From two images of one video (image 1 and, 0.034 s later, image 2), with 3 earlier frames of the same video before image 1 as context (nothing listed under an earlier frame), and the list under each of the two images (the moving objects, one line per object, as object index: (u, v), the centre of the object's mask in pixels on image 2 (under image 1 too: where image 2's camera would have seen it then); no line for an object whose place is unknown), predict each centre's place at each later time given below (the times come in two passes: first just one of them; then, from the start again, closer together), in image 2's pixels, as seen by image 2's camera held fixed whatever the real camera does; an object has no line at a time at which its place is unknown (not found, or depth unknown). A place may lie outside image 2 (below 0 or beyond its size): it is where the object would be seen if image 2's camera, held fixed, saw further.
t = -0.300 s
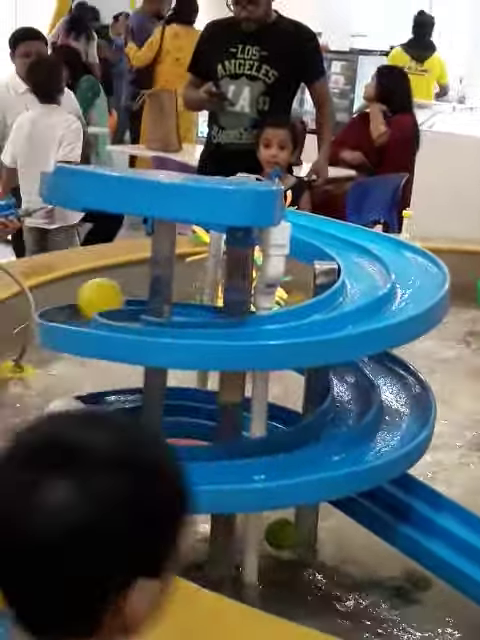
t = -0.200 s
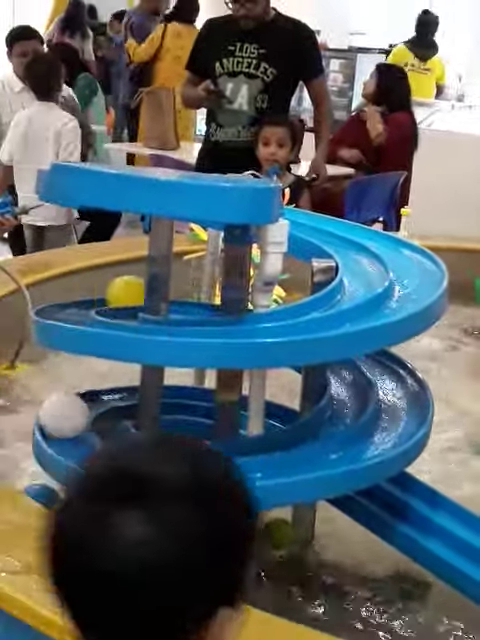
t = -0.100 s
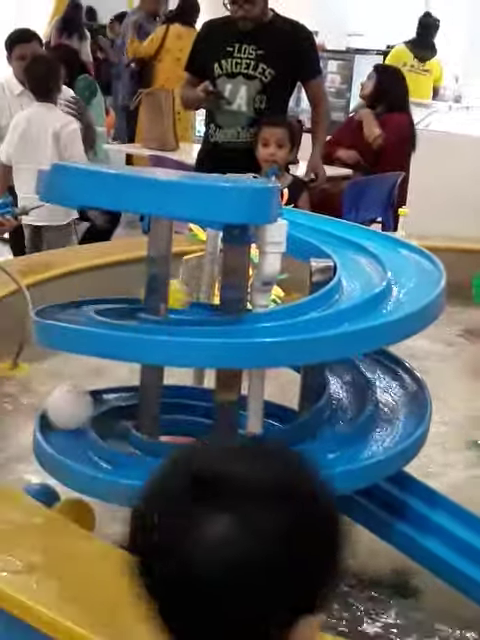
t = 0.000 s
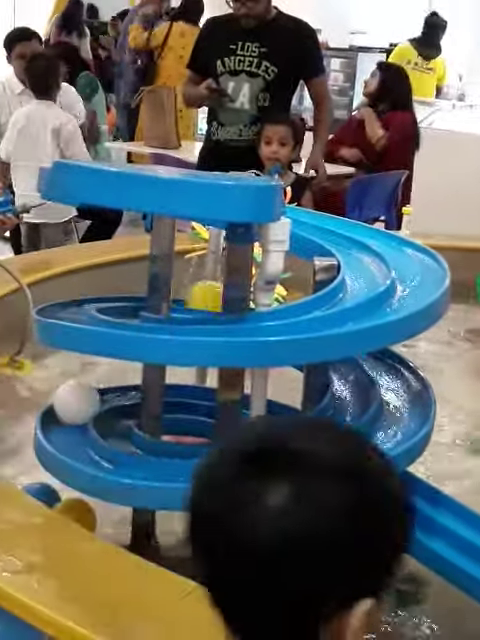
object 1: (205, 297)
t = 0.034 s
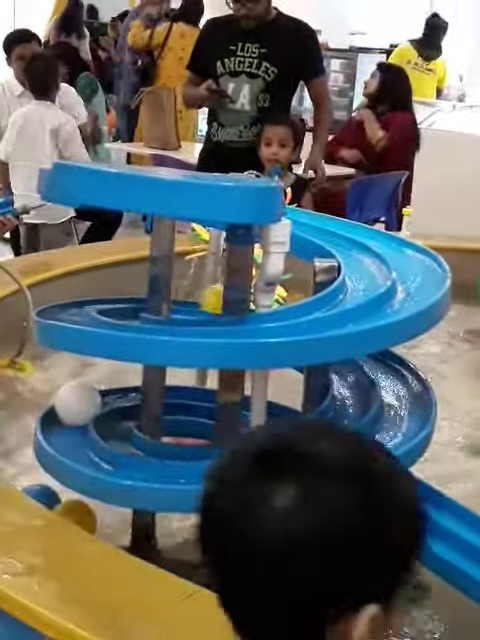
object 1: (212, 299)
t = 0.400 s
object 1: (371, 359)
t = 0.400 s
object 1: (371, 359)
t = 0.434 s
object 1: (377, 360)
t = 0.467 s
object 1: (382, 362)
